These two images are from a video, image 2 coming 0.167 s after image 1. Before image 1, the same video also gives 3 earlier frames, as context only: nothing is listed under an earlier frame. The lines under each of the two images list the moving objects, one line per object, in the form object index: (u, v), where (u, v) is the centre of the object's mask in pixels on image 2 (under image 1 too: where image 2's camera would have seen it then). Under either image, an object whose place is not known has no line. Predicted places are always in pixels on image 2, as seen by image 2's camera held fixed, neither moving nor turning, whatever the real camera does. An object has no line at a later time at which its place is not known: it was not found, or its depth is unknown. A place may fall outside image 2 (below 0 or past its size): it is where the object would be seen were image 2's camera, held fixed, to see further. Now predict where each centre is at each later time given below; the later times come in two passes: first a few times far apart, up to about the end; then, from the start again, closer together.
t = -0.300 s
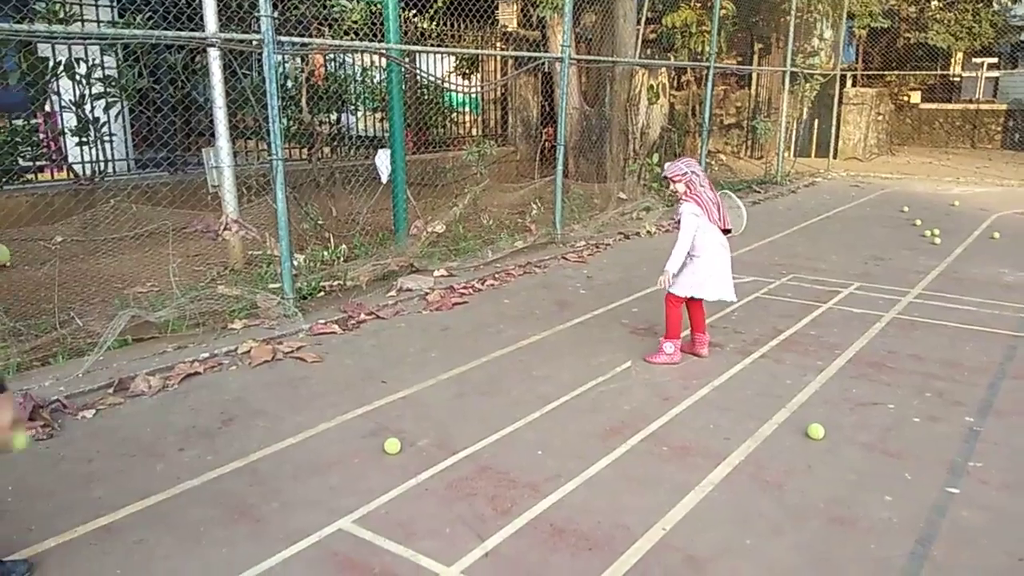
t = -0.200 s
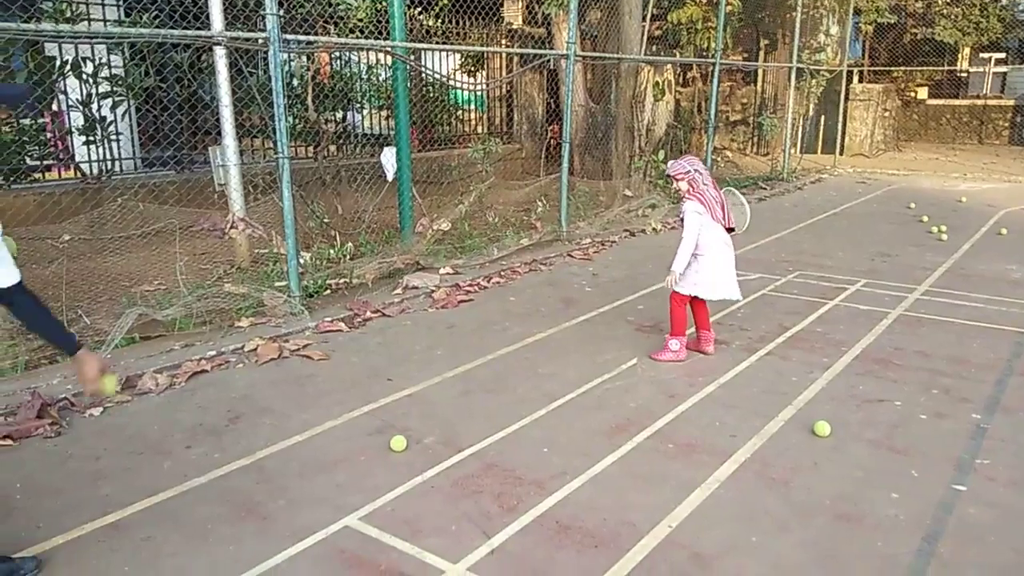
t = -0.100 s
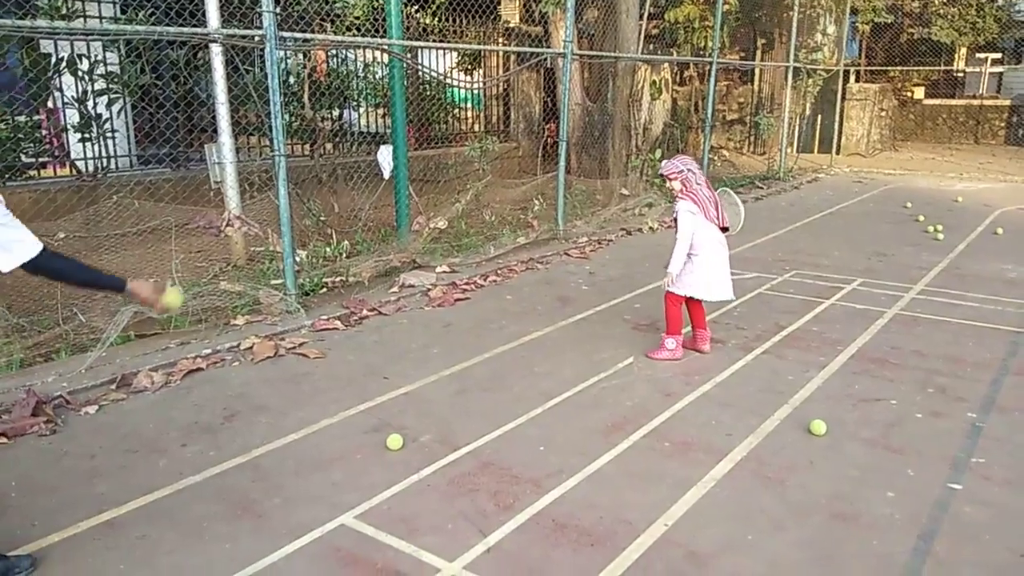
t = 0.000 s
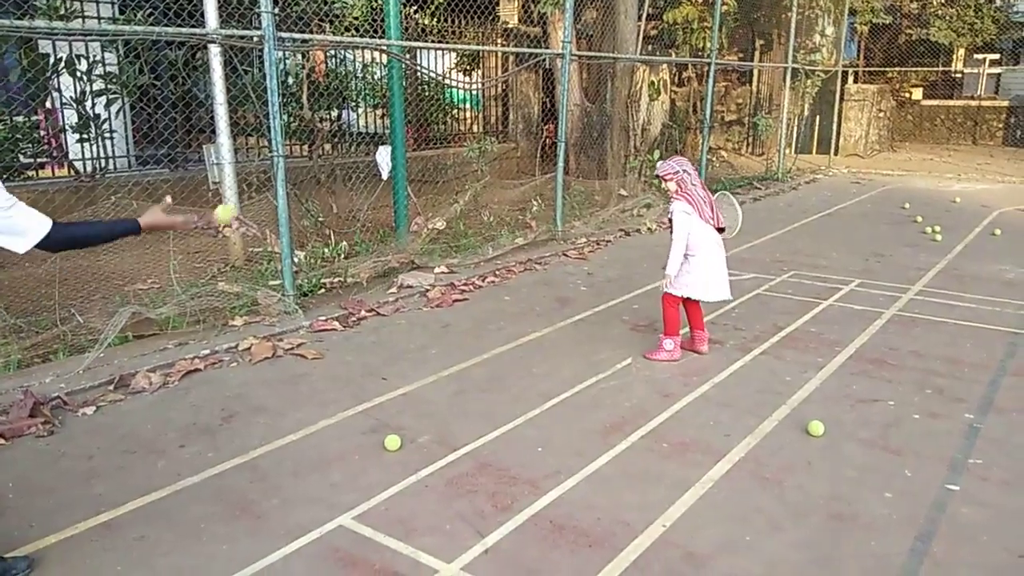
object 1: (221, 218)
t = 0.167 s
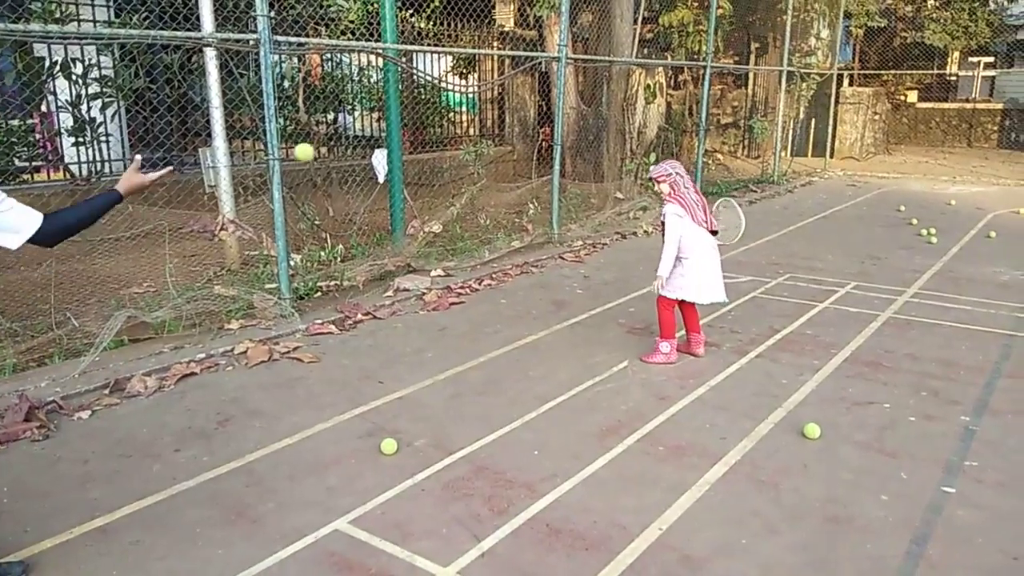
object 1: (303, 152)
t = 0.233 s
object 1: (335, 150)
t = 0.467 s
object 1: (426, 221)
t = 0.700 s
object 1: (493, 365)
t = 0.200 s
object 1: (319, 150)
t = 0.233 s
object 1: (335, 150)
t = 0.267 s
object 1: (349, 153)
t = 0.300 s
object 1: (363, 159)
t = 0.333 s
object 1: (376, 169)
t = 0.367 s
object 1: (390, 178)
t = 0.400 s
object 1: (402, 191)
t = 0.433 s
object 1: (414, 205)
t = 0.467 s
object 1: (426, 221)
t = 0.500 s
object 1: (436, 239)
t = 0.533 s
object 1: (447, 259)
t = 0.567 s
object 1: (457, 279)
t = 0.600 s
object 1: (467, 301)
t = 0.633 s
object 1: (476, 324)
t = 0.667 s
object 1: (485, 347)
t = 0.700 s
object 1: (493, 365)
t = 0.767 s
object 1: (502, 321)
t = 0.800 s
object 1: (507, 303)
